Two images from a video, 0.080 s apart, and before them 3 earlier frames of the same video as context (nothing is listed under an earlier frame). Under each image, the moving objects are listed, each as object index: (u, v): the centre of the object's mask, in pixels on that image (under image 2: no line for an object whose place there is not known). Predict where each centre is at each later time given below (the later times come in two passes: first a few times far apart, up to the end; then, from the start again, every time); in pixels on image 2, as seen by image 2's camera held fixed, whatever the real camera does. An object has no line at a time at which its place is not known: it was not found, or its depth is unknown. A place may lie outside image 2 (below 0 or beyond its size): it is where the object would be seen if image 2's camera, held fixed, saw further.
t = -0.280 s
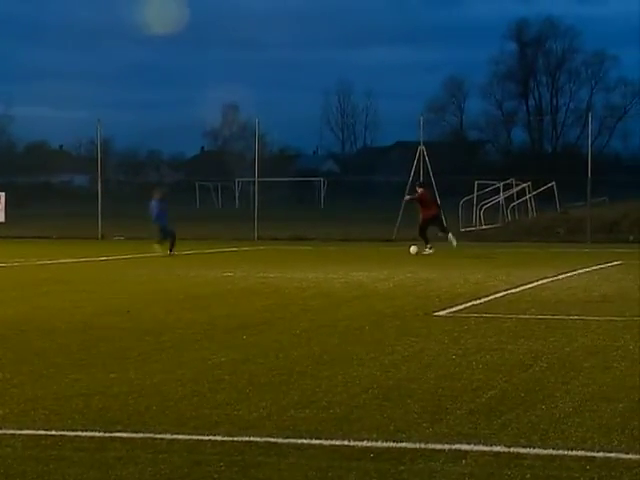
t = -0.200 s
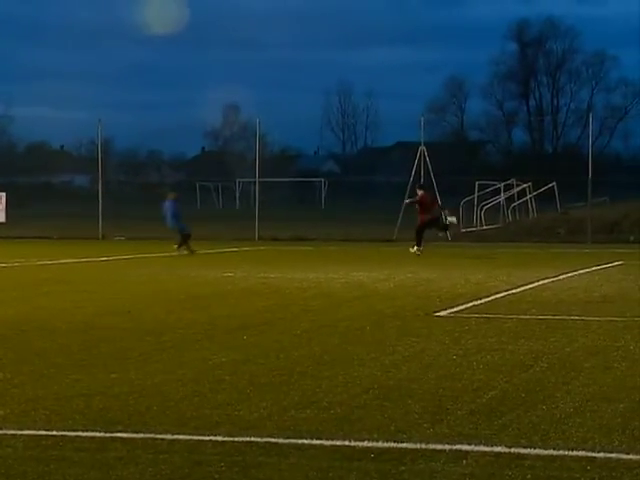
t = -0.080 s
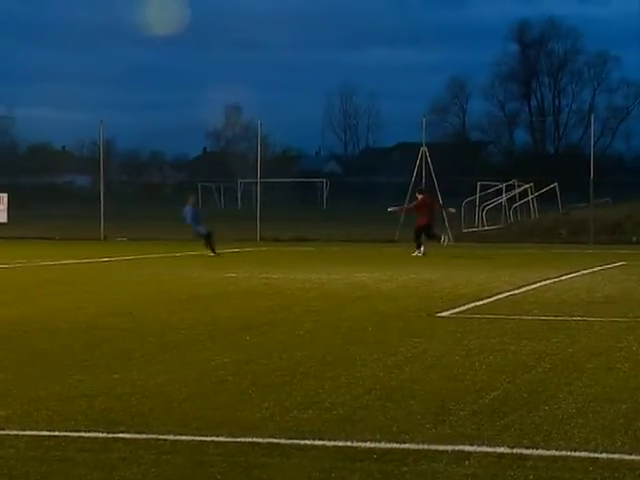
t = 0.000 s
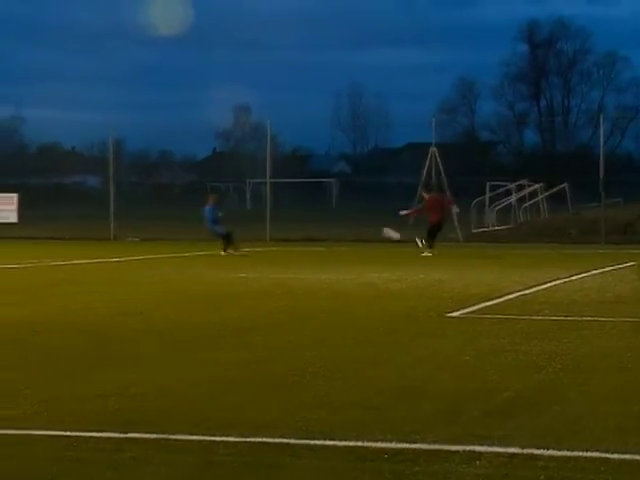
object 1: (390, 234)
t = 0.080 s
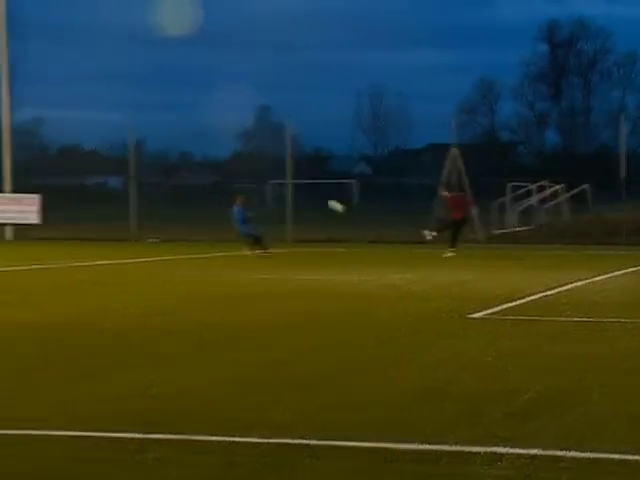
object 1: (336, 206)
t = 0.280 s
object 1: (155, 145)
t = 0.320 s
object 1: (121, 134)
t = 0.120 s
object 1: (299, 192)
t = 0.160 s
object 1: (263, 180)
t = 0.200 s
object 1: (226, 167)
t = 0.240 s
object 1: (190, 156)
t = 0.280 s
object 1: (155, 145)
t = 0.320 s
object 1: (121, 134)
